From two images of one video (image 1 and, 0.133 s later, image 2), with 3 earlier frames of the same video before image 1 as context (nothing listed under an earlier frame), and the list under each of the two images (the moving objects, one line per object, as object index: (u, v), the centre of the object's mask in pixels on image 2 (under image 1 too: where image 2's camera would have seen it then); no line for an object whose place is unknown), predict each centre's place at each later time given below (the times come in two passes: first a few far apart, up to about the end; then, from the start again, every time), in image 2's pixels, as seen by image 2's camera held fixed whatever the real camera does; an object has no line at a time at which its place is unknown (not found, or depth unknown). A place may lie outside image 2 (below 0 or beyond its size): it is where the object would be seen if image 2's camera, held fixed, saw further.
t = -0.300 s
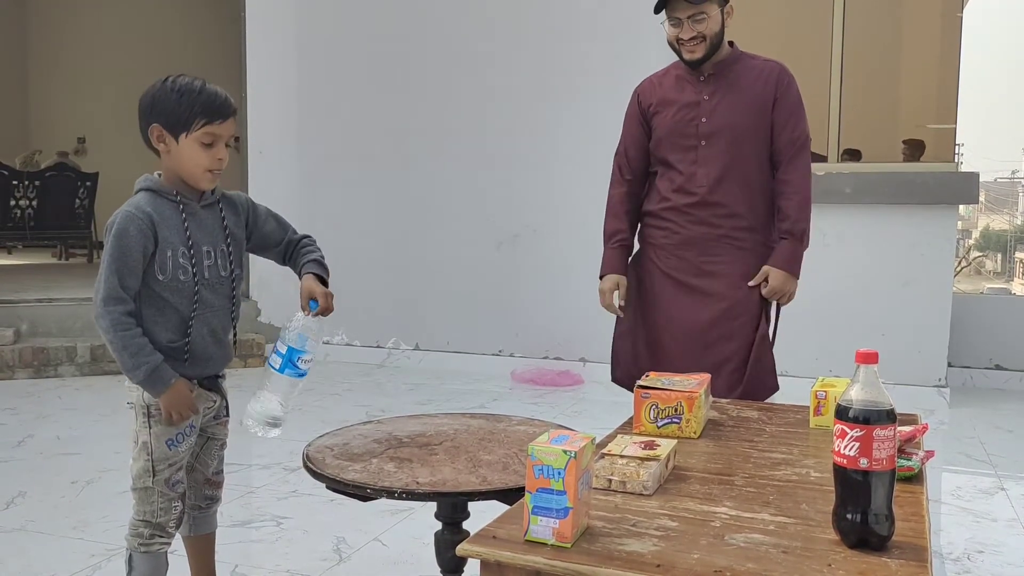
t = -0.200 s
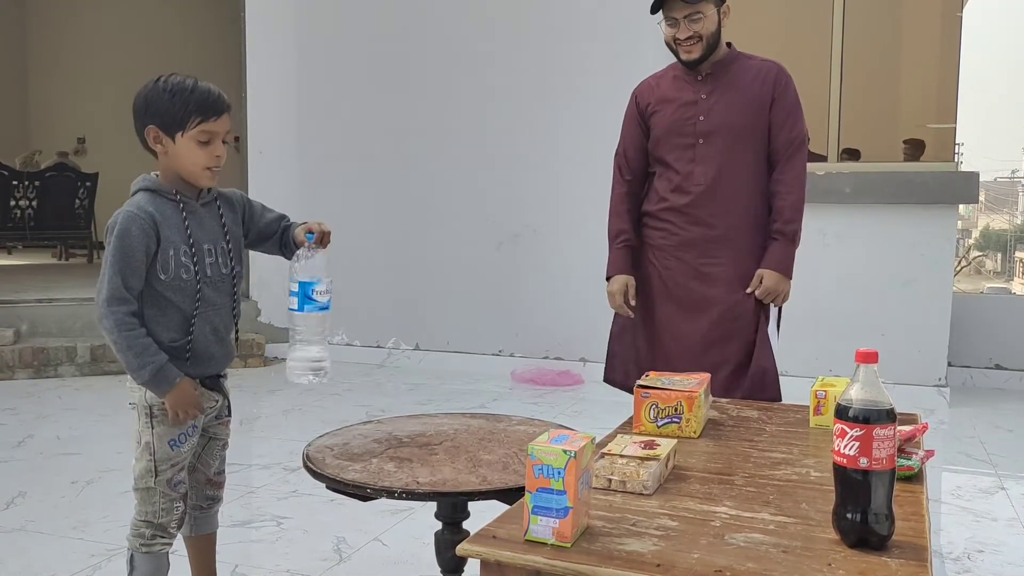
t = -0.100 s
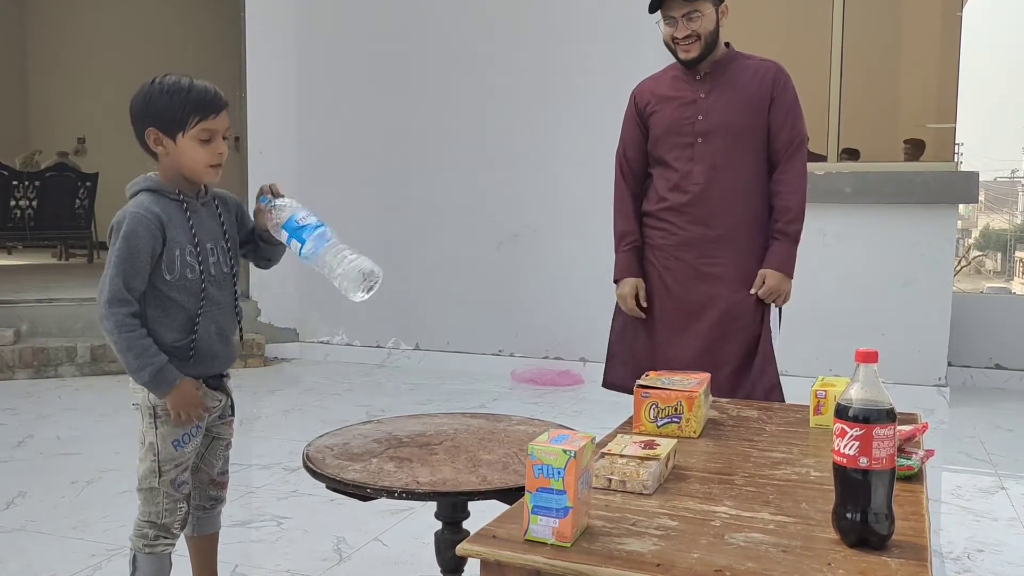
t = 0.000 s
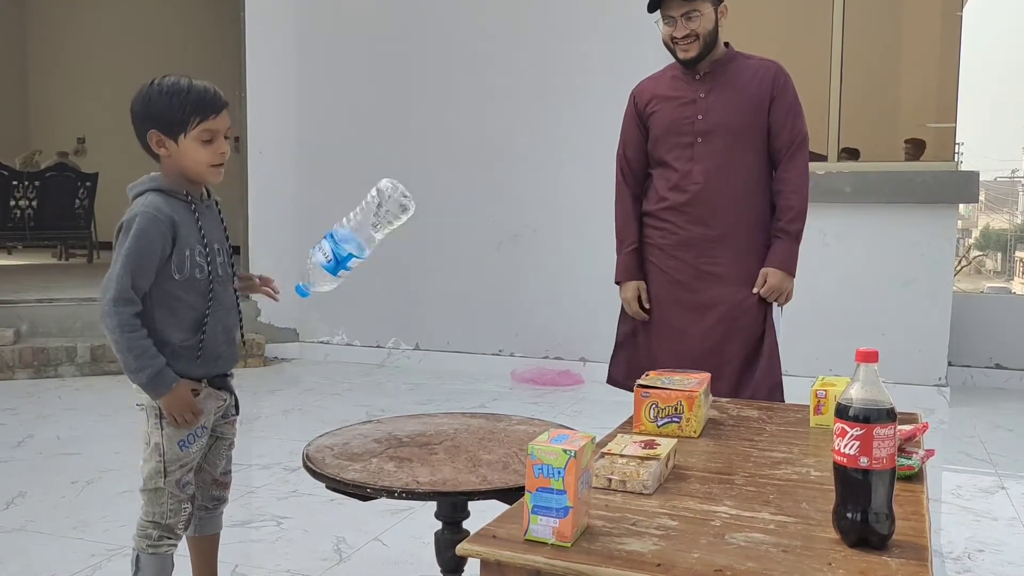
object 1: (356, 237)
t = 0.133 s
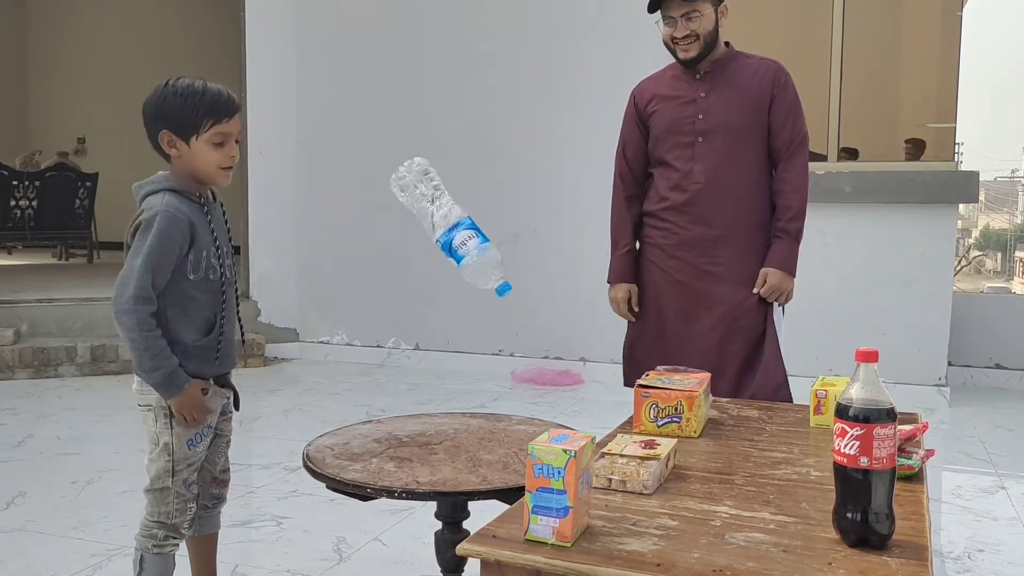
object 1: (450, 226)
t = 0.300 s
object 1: (513, 299)
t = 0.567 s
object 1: (558, 429)
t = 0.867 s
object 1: (556, 428)
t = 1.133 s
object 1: (552, 426)
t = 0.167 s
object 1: (468, 226)
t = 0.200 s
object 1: (482, 233)
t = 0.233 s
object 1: (494, 247)
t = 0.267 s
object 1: (504, 269)
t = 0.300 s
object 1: (513, 299)
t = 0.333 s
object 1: (522, 336)
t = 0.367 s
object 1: (530, 381)
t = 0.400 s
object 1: (545, 419)
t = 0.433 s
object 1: (553, 429)
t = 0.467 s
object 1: (557, 429)
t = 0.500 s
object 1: (559, 430)
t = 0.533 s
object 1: (559, 429)
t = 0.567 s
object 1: (558, 429)
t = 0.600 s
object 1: (558, 430)
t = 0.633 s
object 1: (559, 430)
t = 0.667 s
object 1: (559, 430)
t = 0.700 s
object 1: (558, 429)
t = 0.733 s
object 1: (558, 430)
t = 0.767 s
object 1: (557, 429)
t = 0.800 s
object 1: (556, 429)
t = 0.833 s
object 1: (556, 429)
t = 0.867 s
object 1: (556, 428)
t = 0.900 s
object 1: (555, 428)
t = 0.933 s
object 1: (555, 428)
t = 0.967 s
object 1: (555, 428)
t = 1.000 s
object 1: (554, 427)
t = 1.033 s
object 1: (553, 426)
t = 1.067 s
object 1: (552, 426)
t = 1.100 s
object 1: (552, 426)
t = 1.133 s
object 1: (552, 426)
